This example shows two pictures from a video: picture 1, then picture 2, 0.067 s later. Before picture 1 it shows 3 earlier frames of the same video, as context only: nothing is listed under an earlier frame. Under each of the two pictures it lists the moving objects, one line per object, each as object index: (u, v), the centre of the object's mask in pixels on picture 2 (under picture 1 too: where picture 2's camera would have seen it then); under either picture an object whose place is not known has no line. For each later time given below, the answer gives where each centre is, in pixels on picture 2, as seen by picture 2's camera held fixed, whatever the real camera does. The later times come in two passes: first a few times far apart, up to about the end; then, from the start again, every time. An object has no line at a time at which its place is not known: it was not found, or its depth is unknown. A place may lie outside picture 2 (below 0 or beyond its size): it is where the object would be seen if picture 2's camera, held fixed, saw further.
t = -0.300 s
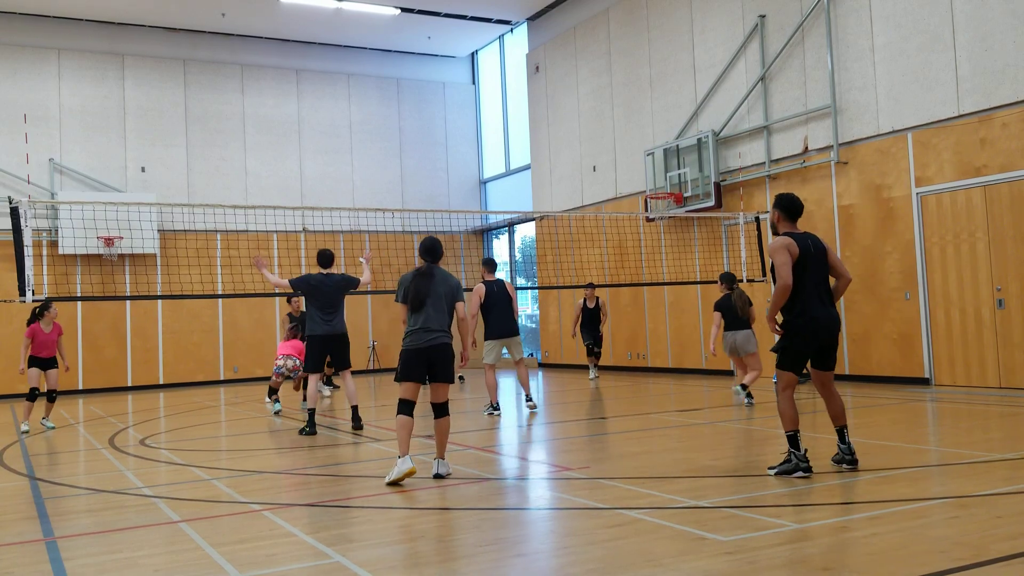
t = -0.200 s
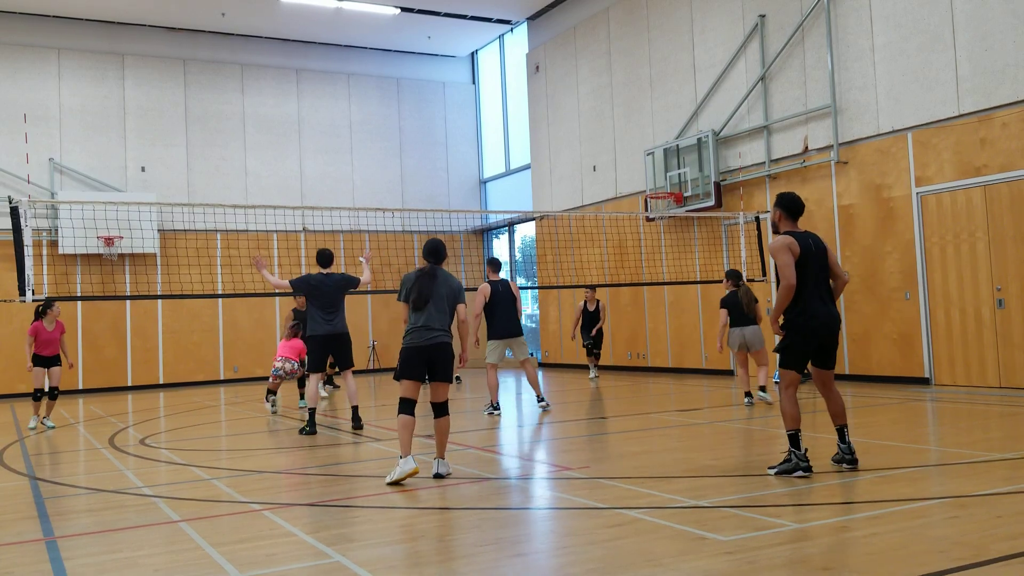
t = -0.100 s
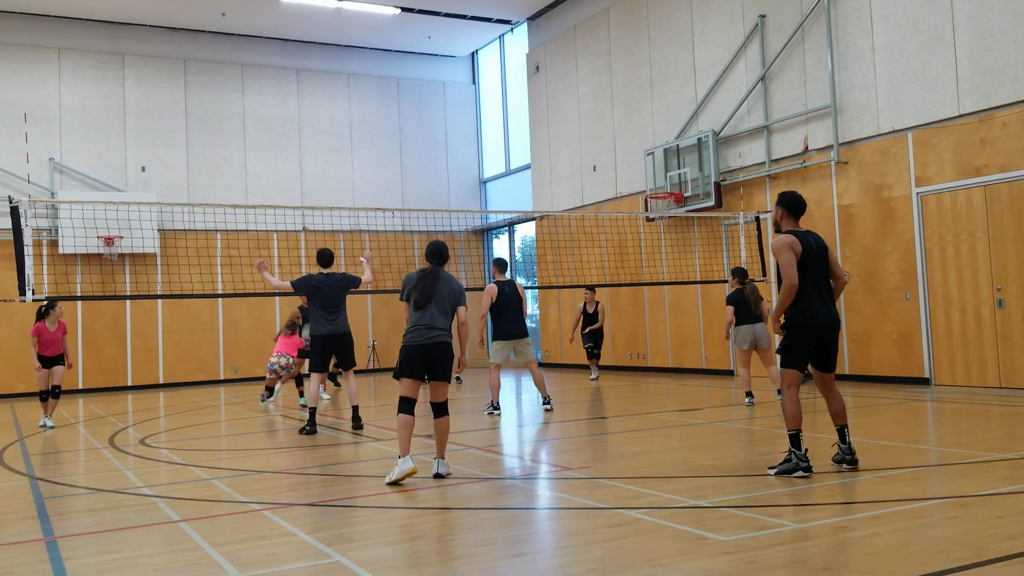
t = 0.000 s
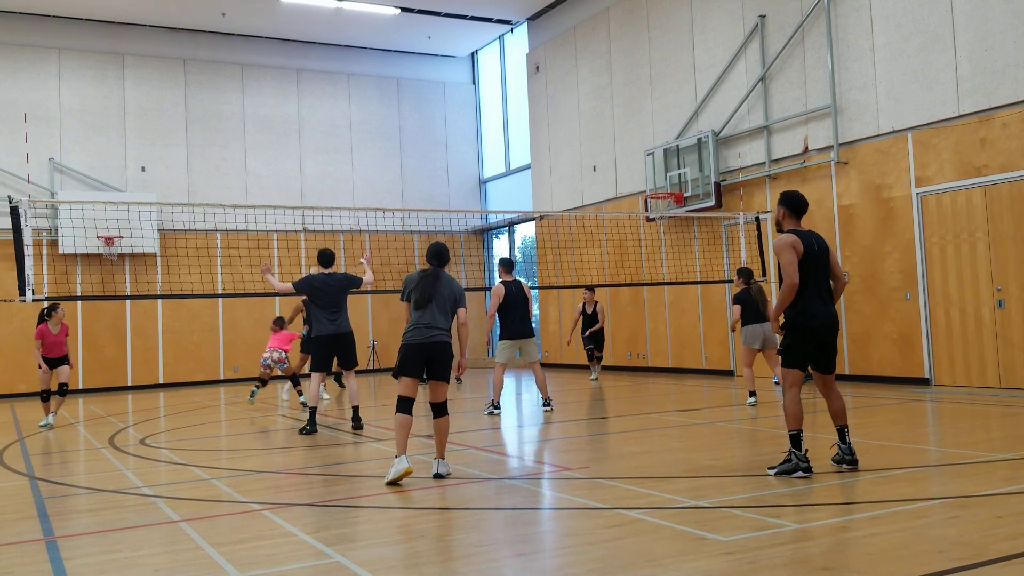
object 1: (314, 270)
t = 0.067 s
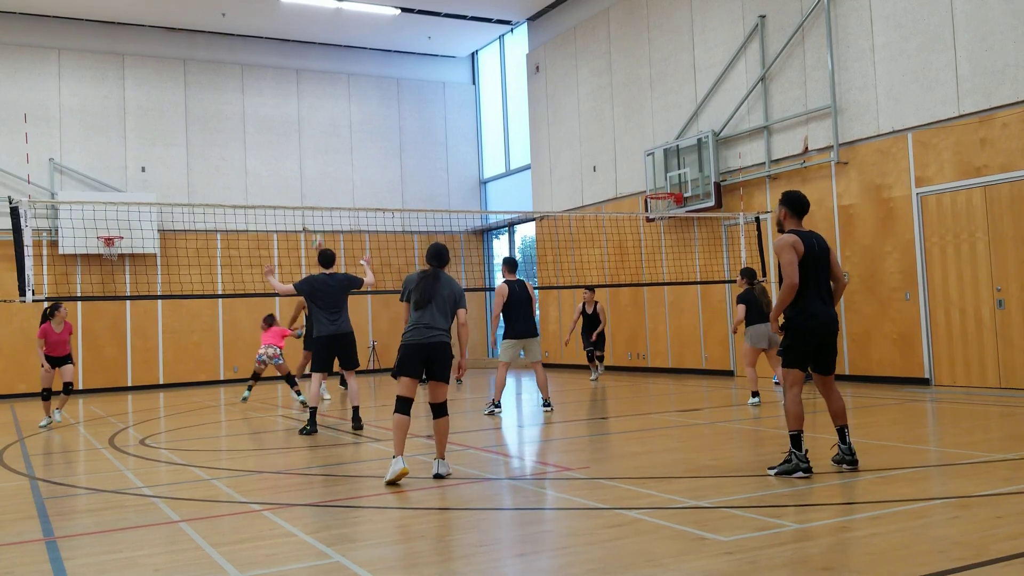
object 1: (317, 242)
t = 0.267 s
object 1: (329, 163)
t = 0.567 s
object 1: (346, 97)
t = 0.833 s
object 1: (363, 87)
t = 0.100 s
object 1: (319, 227)
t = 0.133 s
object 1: (321, 213)
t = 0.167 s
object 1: (323, 199)
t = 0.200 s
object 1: (325, 186)
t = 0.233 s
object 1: (327, 174)
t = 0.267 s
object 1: (329, 163)
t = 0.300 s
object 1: (331, 153)
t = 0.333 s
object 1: (332, 143)
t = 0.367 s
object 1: (334, 134)
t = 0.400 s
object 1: (337, 126)
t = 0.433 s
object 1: (339, 119)
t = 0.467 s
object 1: (341, 113)
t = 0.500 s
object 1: (342, 107)
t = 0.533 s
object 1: (344, 102)
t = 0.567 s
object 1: (346, 97)
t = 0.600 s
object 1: (348, 94)
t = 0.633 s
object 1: (350, 91)
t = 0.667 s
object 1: (352, 88)
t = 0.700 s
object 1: (354, 87)
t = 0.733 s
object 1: (357, 86)
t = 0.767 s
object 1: (359, 86)
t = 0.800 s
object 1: (361, 86)
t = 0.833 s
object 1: (363, 87)
